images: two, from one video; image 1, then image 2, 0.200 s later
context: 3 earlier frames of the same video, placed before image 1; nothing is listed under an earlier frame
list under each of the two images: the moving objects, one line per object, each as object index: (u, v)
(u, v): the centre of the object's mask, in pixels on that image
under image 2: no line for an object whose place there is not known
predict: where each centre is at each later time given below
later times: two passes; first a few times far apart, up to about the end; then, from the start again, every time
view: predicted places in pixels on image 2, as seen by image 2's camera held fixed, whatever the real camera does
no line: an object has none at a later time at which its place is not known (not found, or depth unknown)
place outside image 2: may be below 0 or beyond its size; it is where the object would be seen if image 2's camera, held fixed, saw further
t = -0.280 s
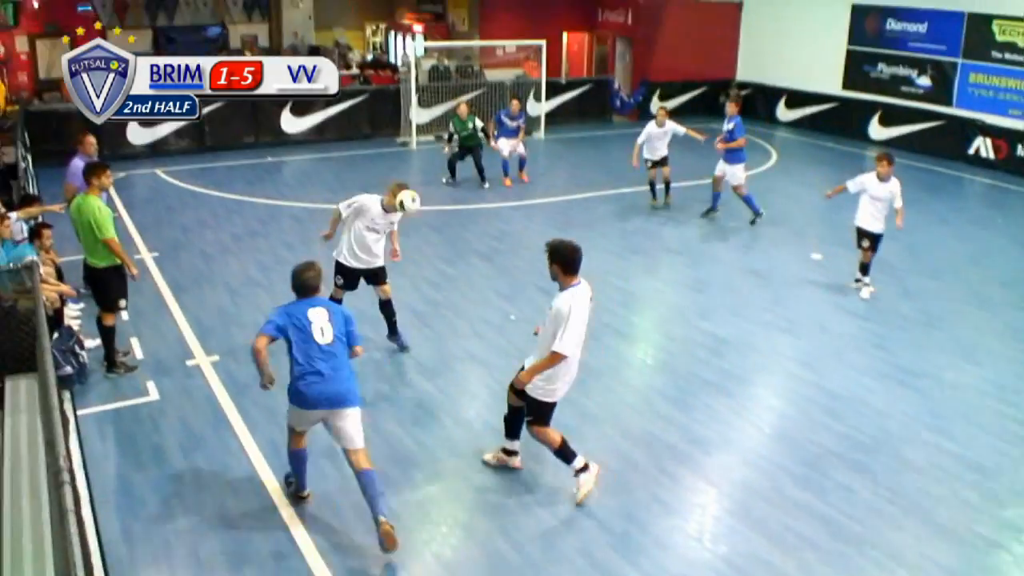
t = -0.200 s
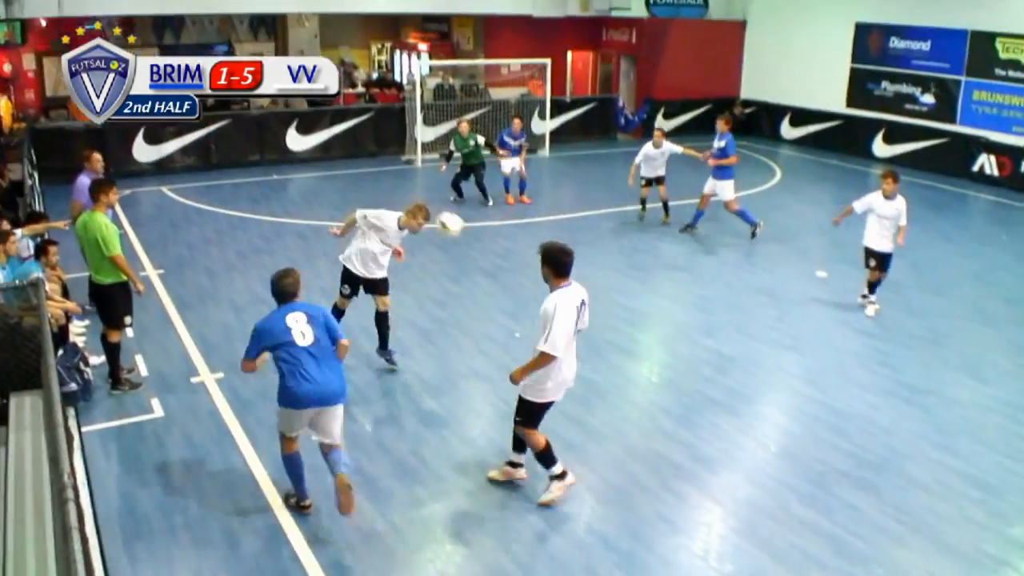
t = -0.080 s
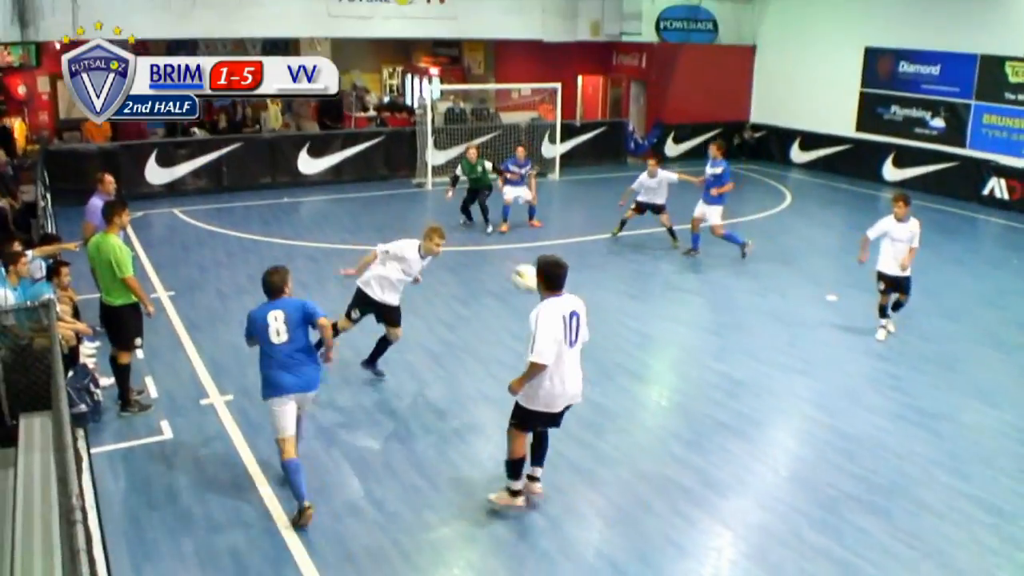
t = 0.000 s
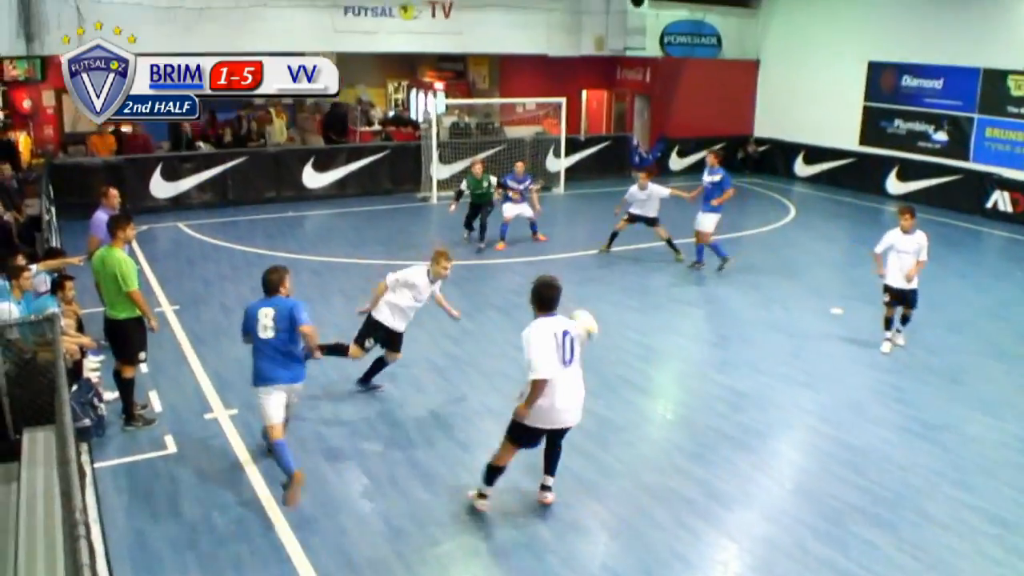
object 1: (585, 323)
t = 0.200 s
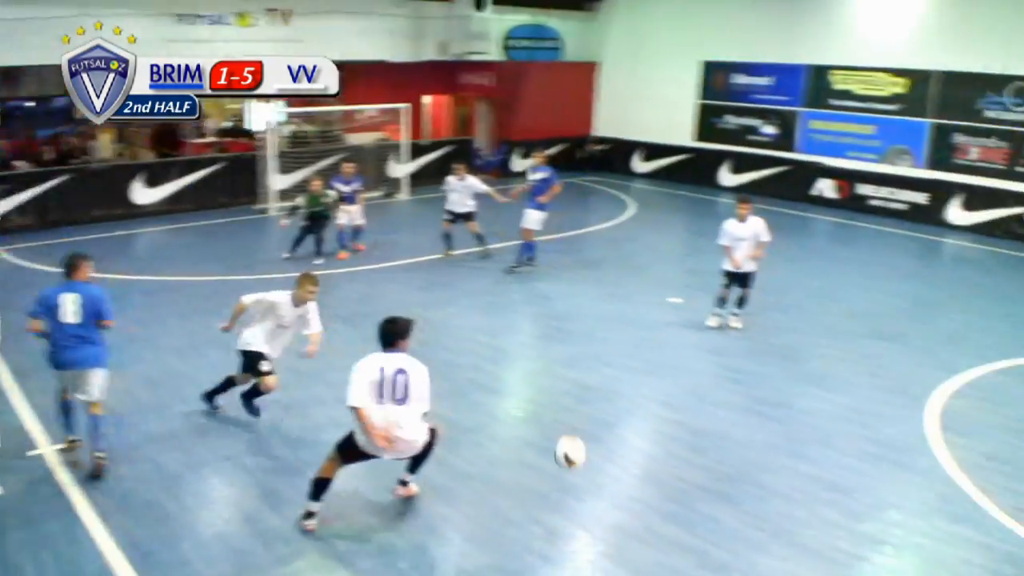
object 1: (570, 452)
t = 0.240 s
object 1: (597, 485)
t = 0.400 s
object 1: (694, 536)
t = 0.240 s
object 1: (597, 485)
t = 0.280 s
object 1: (626, 521)
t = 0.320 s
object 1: (654, 556)
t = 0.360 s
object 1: (673, 545)
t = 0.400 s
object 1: (694, 536)
